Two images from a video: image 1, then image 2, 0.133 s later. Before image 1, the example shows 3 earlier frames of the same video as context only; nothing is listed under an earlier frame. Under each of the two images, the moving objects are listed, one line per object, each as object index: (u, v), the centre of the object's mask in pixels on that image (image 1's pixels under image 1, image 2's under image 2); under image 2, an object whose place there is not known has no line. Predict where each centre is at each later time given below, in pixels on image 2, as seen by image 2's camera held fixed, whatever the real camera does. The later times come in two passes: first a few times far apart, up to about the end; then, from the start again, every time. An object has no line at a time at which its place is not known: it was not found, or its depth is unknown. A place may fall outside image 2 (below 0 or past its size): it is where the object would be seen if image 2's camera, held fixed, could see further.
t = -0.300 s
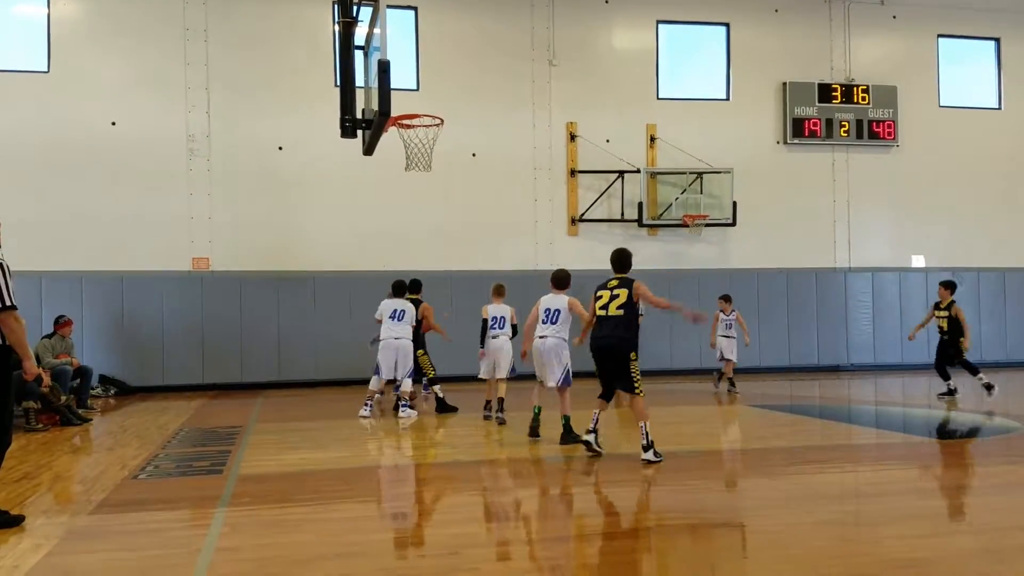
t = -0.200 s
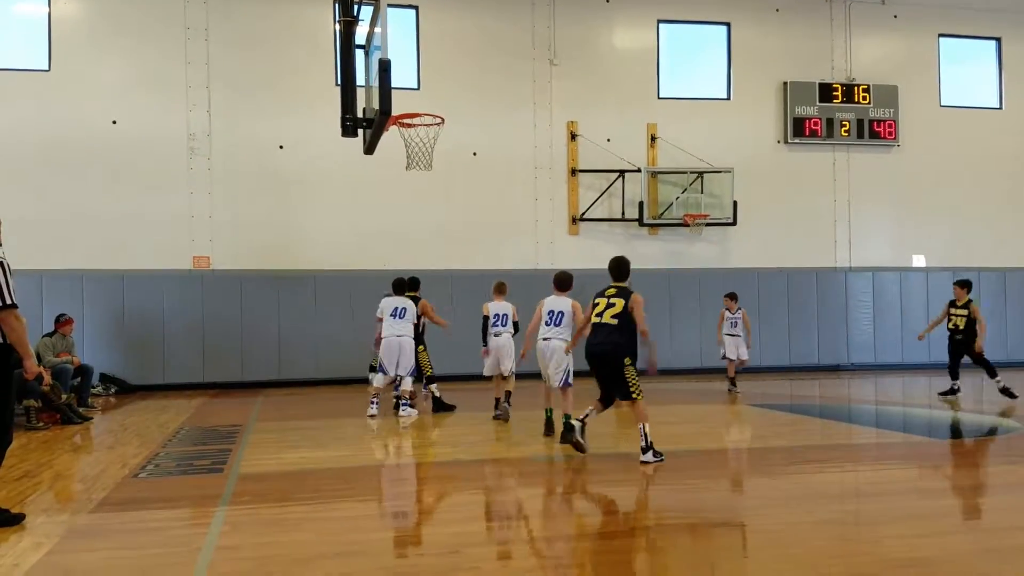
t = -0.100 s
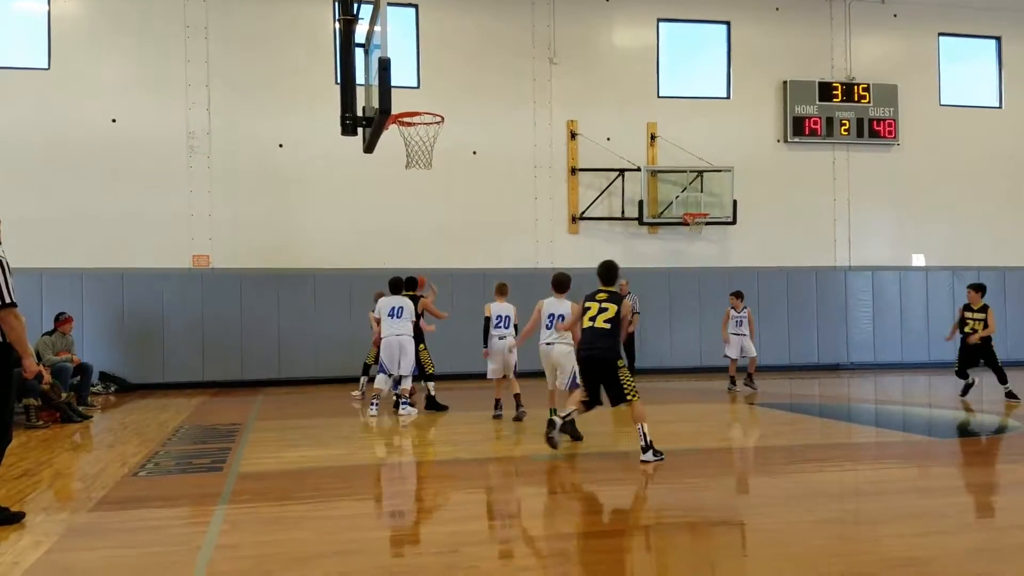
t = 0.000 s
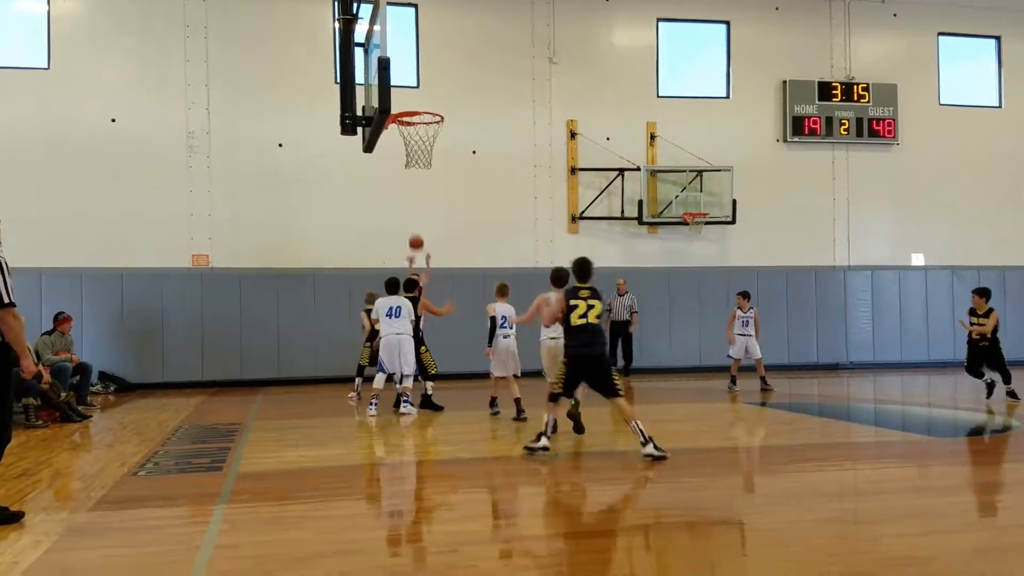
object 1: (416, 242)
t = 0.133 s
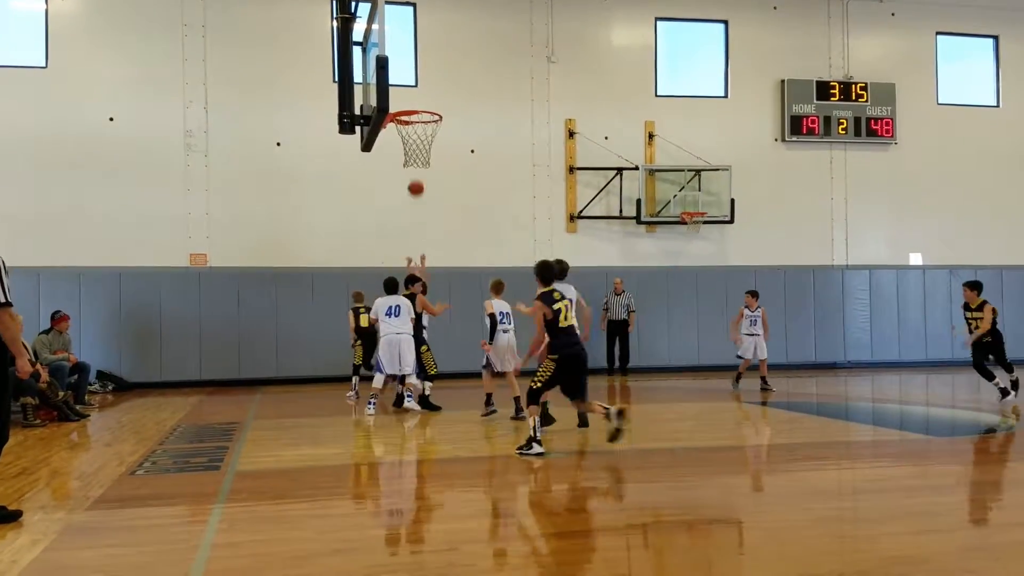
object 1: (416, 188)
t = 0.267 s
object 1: (417, 141)
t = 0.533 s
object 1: (422, 76)
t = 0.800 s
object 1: (428, 58)
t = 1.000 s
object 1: (435, 88)
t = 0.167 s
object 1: (416, 176)
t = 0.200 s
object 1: (417, 164)
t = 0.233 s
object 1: (417, 153)
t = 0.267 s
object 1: (417, 141)
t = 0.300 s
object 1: (417, 131)
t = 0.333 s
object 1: (418, 120)
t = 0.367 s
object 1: (419, 111)
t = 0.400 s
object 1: (419, 103)
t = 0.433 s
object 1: (420, 95)
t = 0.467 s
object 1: (421, 88)
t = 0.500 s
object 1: (421, 82)
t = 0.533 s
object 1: (422, 76)
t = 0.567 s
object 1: (422, 71)
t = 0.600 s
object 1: (423, 66)
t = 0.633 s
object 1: (424, 62)
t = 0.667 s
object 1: (425, 60)
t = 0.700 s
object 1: (426, 58)
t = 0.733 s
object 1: (426, 57)
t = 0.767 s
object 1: (427, 57)
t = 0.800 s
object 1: (428, 58)
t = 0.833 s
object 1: (429, 60)
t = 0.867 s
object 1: (431, 64)
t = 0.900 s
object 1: (431, 68)
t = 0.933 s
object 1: (433, 74)
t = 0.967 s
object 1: (434, 80)
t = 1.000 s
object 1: (435, 88)
